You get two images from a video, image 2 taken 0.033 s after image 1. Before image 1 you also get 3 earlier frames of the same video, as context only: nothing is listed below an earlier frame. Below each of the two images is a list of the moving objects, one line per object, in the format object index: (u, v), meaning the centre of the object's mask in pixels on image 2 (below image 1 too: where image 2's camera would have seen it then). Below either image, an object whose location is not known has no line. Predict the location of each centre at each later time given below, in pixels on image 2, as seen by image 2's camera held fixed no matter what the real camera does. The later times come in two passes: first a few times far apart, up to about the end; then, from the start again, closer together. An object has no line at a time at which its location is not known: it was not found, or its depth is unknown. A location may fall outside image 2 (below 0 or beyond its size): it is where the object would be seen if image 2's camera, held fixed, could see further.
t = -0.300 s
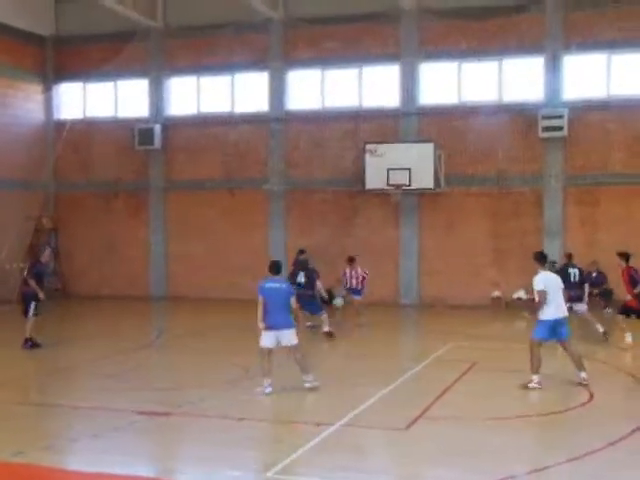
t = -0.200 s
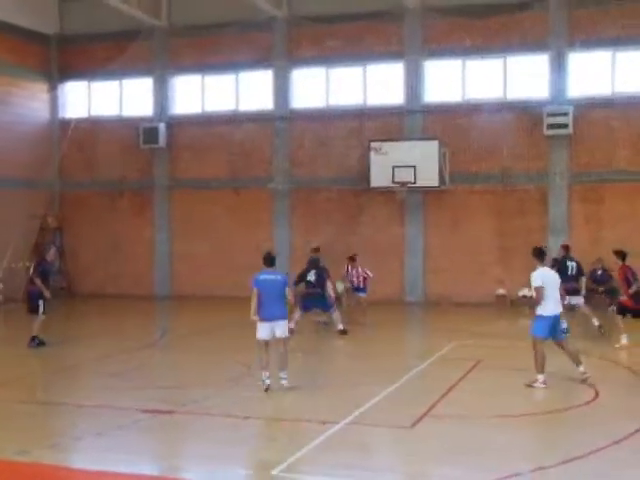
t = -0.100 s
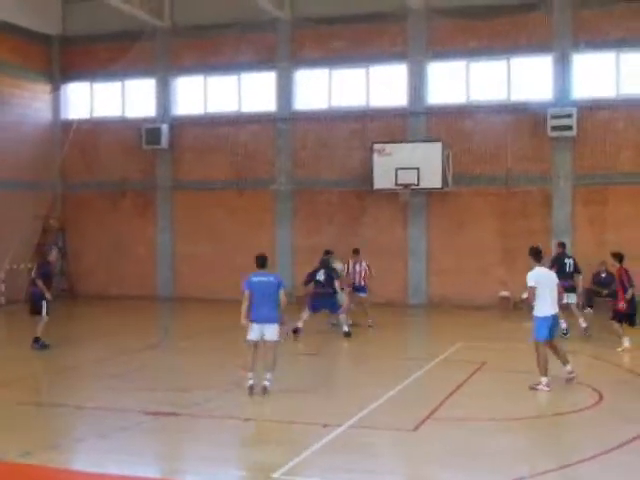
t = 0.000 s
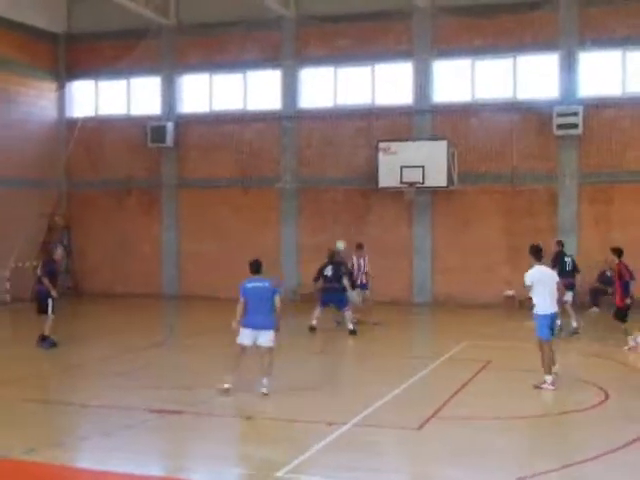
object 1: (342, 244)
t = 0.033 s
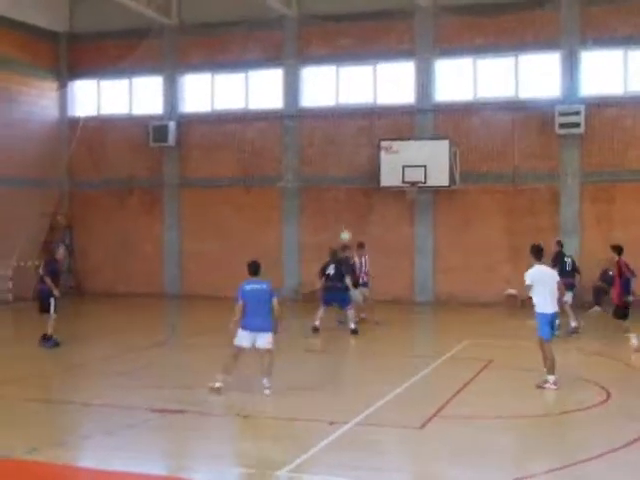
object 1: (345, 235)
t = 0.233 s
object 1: (361, 198)
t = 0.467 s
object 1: (377, 180)
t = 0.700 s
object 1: (399, 189)
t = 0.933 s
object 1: (418, 227)
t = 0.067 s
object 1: (348, 227)
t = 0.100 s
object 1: (351, 220)
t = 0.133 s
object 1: (354, 215)
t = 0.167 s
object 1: (356, 209)
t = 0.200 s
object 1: (358, 204)
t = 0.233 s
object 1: (361, 198)
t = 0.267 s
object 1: (364, 195)
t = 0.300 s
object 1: (367, 190)
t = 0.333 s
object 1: (369, 187)
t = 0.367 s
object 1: (372, 184)
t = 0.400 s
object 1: (374, 182)
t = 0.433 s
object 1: (377, 181)
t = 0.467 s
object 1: (377, 180)
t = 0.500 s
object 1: (380, 179)
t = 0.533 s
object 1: (385, 182)
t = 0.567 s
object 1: (383, 183)
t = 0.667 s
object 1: (397, 188)
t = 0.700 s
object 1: (399, 189)
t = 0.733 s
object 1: (403, 192)
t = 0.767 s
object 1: (404, 197)
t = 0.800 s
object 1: (407, 203)
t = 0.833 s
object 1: (409, 207)
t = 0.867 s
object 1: (413, 214)
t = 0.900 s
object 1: (415, 220)
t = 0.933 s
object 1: (418, 227)
